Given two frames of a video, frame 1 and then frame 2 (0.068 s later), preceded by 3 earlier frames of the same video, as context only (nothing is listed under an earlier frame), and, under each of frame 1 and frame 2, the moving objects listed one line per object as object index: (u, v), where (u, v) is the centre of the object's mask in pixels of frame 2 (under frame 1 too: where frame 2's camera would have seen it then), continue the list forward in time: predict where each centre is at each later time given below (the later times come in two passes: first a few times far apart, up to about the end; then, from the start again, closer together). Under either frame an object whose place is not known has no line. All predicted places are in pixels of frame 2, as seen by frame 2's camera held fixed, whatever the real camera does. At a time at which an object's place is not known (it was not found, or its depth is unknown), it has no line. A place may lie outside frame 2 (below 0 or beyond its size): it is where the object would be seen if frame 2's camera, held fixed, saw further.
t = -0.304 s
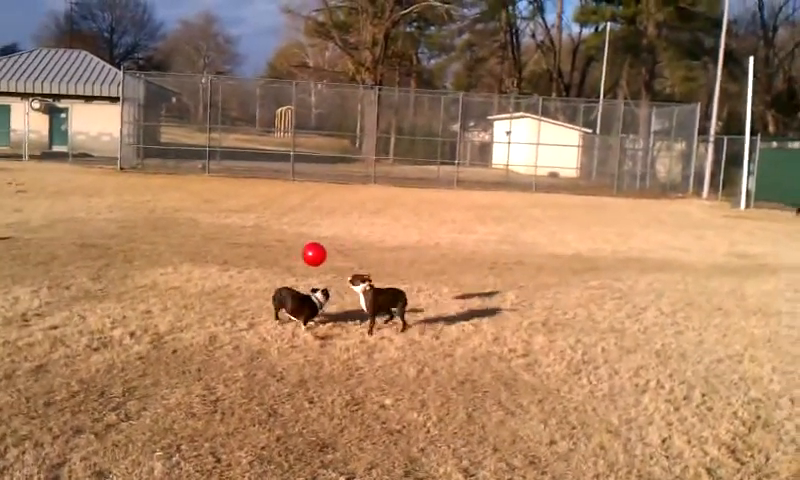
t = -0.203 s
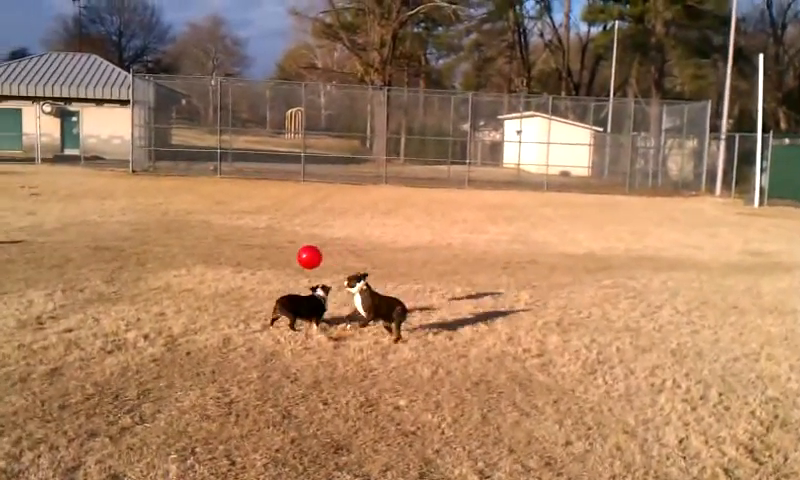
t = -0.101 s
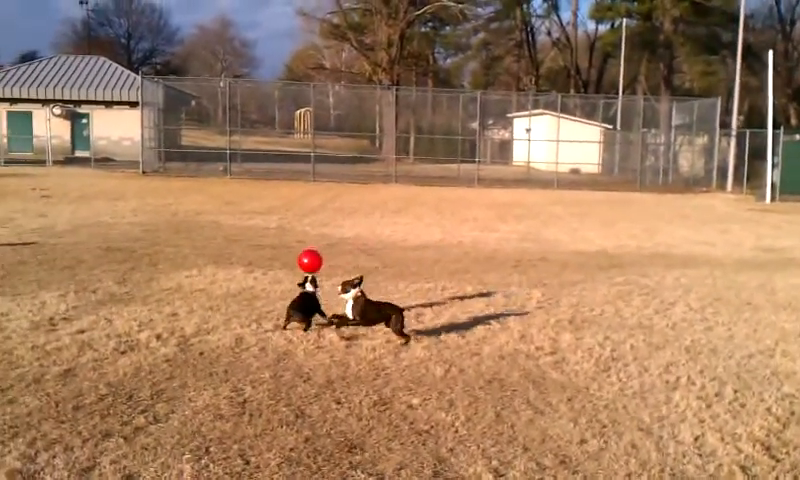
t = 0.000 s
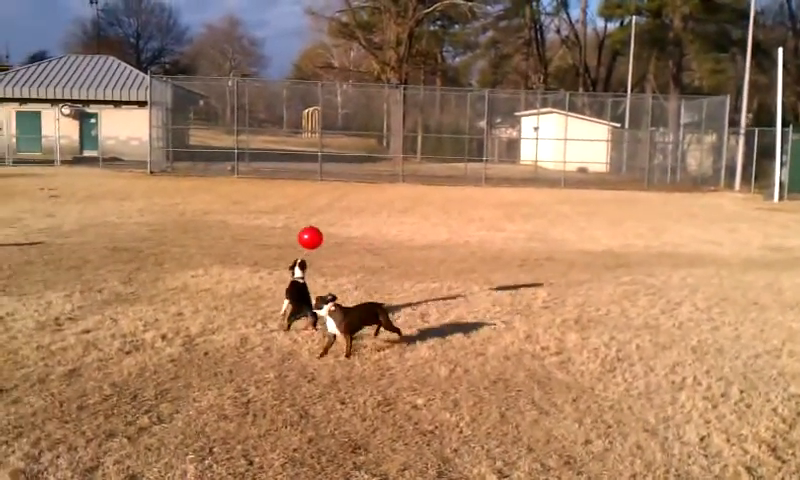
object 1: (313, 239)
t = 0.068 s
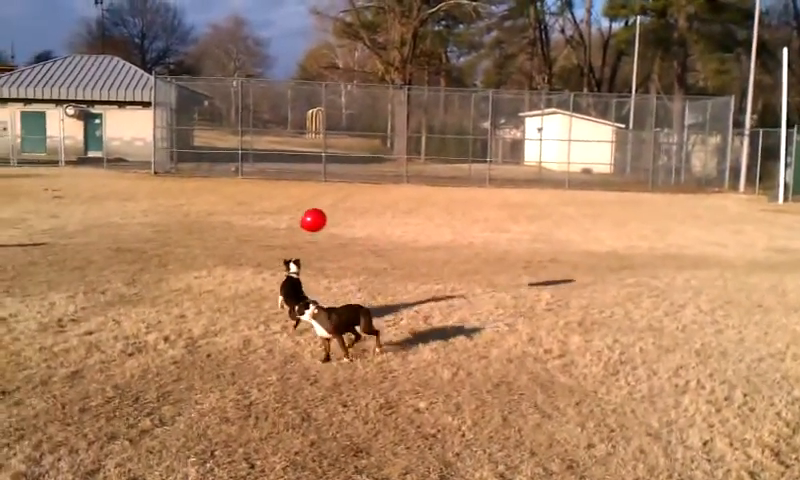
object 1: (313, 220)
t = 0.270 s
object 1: (323, 187)
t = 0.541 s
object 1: (335, 179)
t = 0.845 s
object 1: (348, 201)
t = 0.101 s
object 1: (314, 212)
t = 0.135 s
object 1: (316, 205)
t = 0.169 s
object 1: (318, 199)
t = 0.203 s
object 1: (319, 194)
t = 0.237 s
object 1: (321, 190)
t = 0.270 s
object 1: (323, 187)
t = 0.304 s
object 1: (325, 184)
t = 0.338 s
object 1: (326, 182)
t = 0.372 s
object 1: (328, 181)
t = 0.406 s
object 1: (329, 180)
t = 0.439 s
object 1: (331, 179)
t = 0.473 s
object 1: (333, 179)
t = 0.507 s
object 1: (334, 179)
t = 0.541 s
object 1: (335, 179)
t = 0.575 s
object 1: (336, 179)
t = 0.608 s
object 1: (338, 181)
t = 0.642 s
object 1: (339, 182)
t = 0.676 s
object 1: (340, 184)
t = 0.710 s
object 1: (343, 188)
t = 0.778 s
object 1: (346, 194)
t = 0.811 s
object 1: (347, 197)
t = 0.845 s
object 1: (348, 201)
